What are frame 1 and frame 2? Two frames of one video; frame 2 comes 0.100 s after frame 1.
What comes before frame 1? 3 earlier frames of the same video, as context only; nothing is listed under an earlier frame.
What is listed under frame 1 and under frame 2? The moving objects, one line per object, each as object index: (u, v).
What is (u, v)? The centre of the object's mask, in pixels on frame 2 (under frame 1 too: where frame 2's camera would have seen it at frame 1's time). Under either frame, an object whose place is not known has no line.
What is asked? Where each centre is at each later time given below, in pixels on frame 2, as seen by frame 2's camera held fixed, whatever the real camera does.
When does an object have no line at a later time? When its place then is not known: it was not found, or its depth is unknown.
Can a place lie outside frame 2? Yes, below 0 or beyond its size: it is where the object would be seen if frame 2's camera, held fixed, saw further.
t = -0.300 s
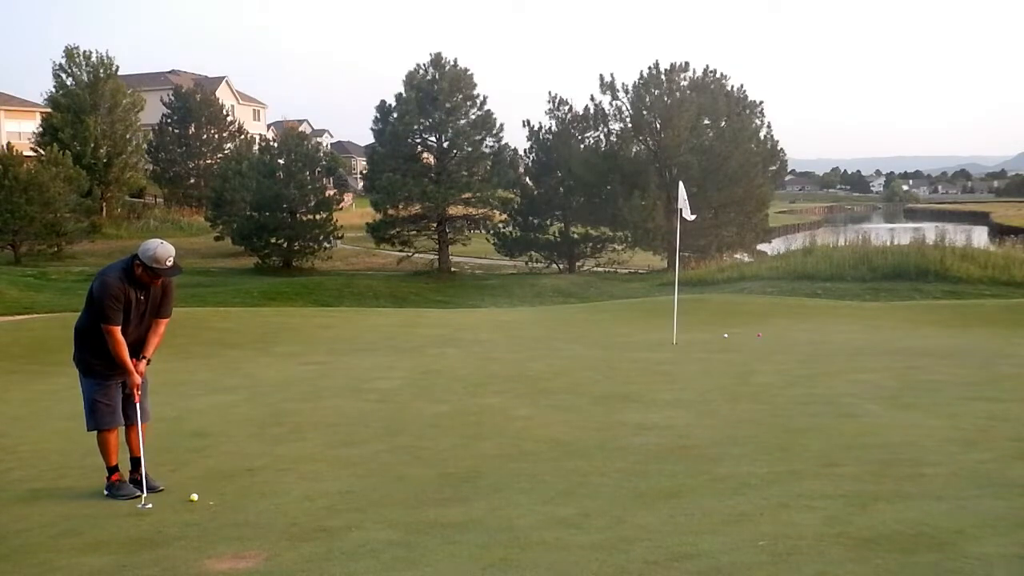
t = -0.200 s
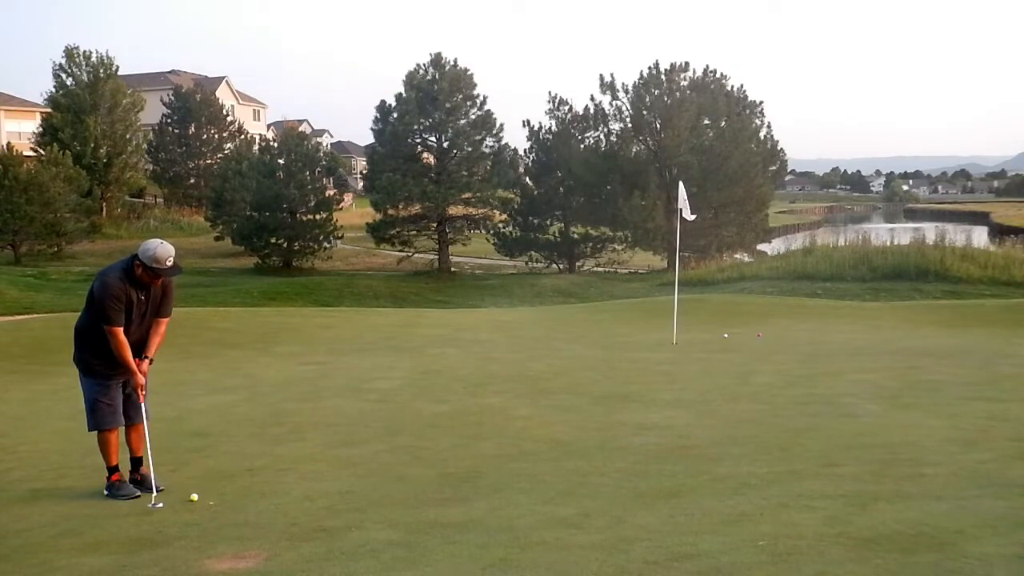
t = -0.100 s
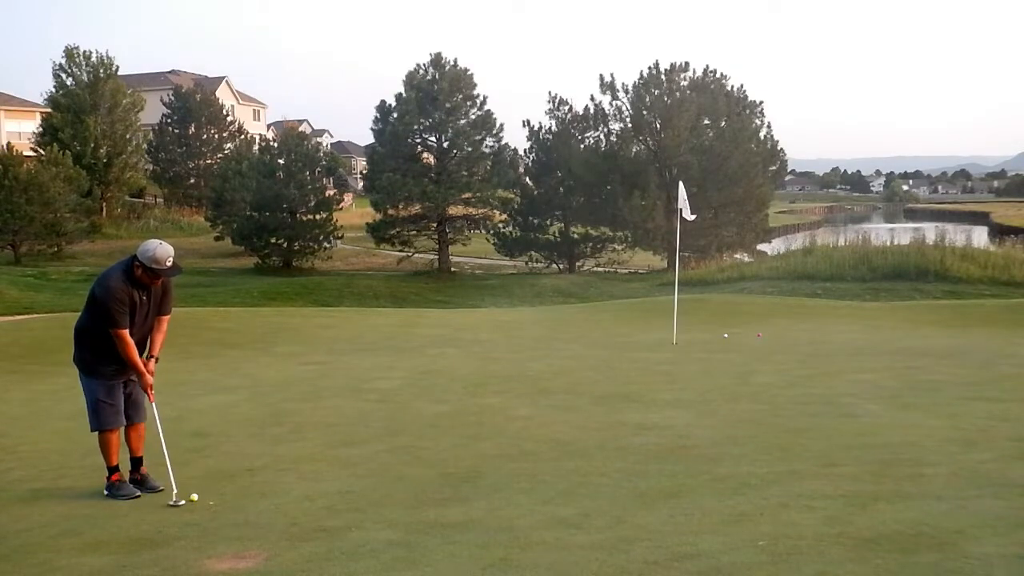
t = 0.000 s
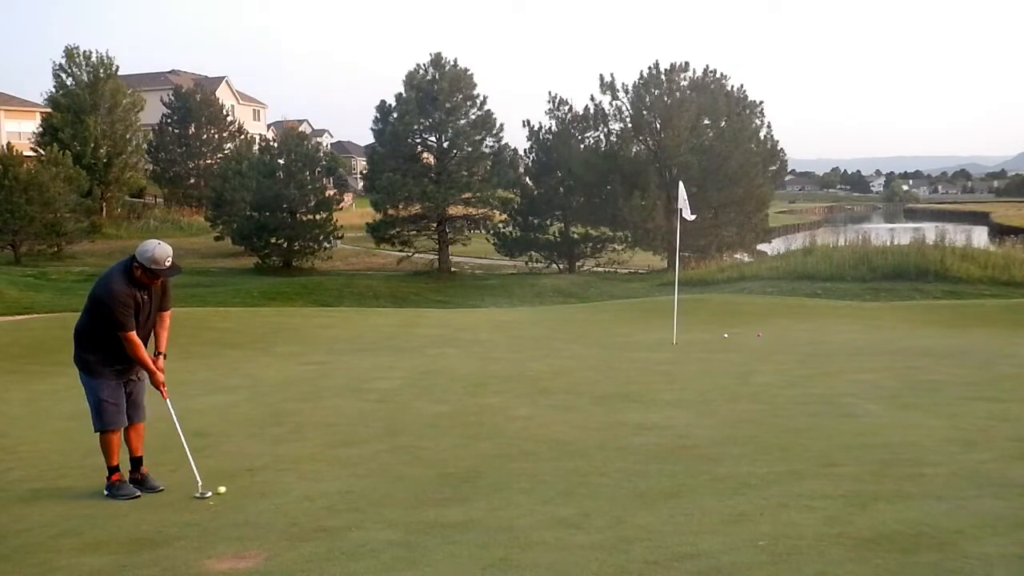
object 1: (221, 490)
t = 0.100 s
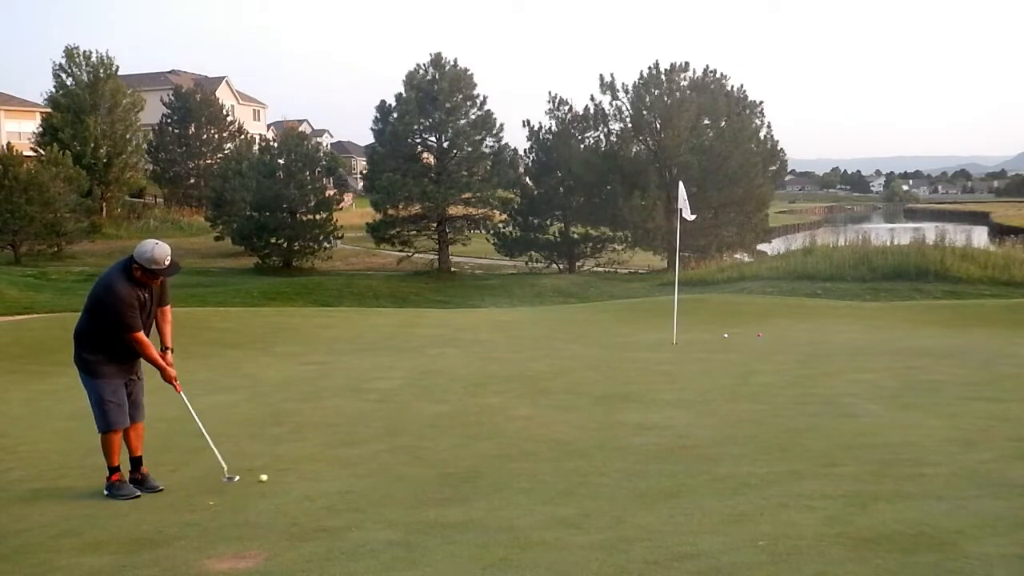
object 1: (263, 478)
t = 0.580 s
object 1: (386, 443)
